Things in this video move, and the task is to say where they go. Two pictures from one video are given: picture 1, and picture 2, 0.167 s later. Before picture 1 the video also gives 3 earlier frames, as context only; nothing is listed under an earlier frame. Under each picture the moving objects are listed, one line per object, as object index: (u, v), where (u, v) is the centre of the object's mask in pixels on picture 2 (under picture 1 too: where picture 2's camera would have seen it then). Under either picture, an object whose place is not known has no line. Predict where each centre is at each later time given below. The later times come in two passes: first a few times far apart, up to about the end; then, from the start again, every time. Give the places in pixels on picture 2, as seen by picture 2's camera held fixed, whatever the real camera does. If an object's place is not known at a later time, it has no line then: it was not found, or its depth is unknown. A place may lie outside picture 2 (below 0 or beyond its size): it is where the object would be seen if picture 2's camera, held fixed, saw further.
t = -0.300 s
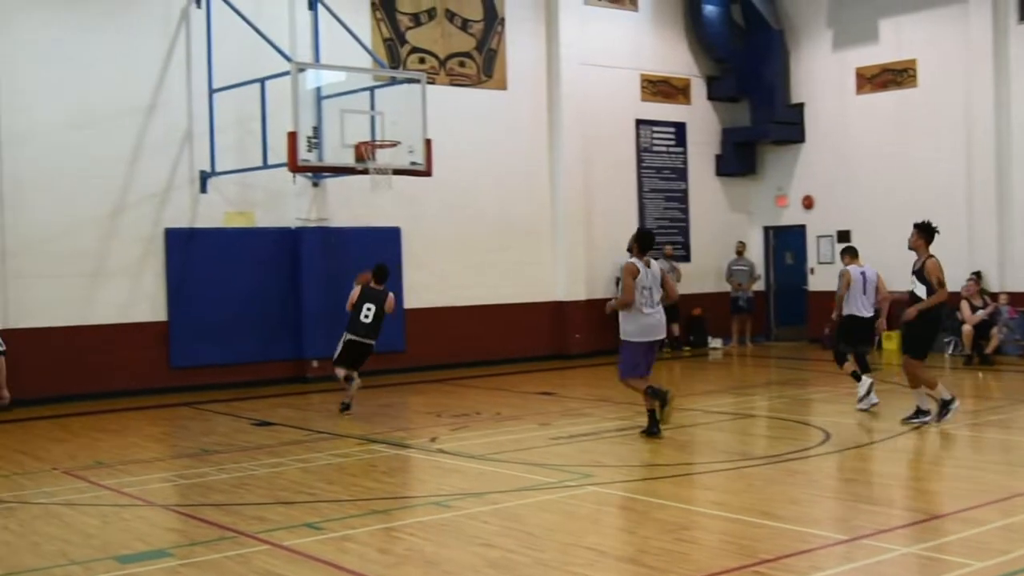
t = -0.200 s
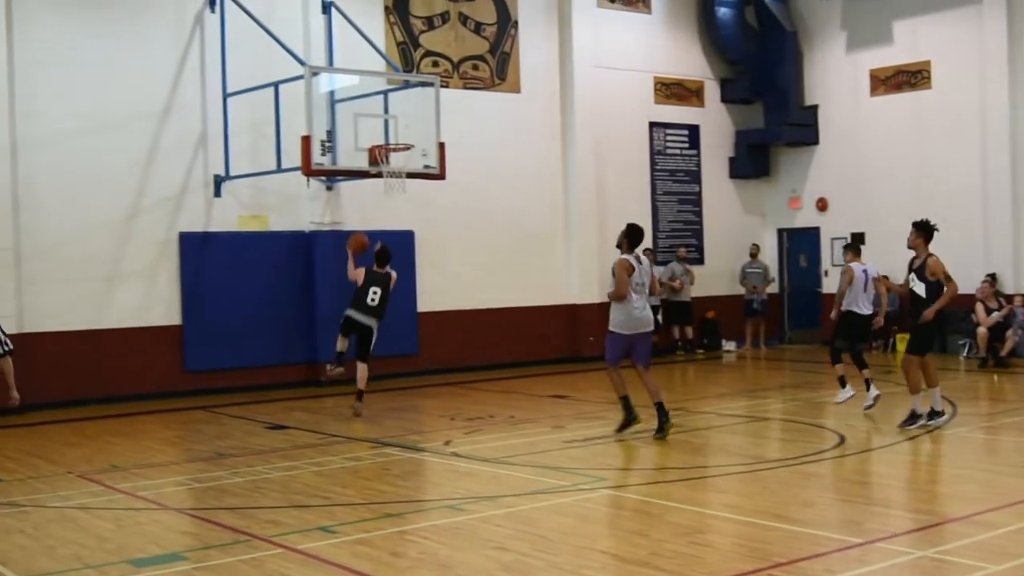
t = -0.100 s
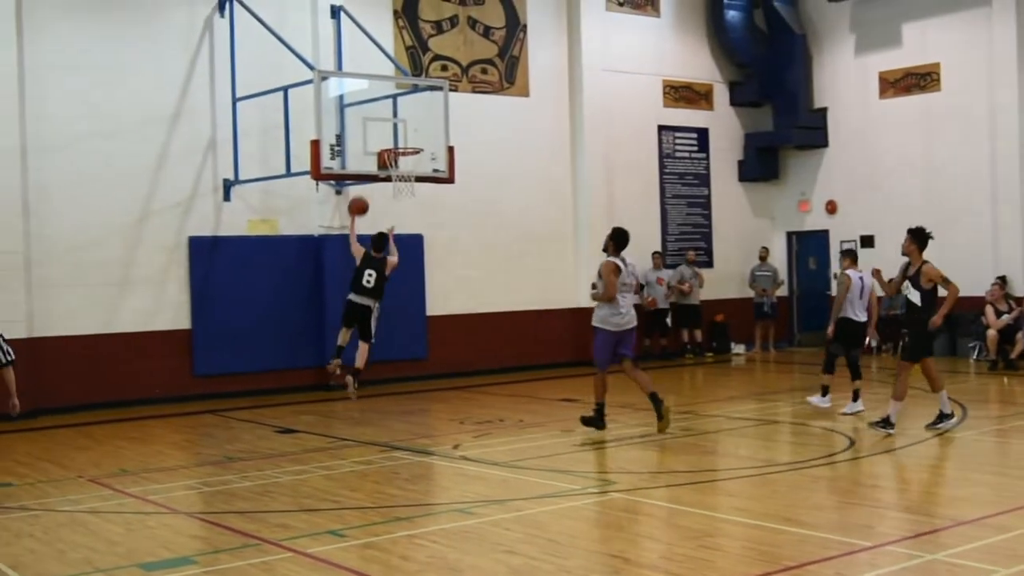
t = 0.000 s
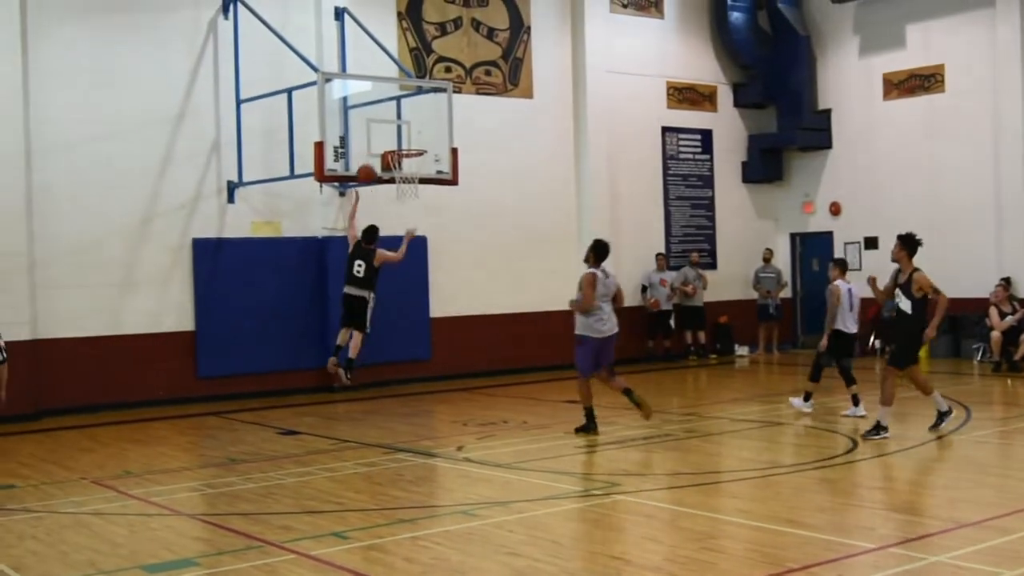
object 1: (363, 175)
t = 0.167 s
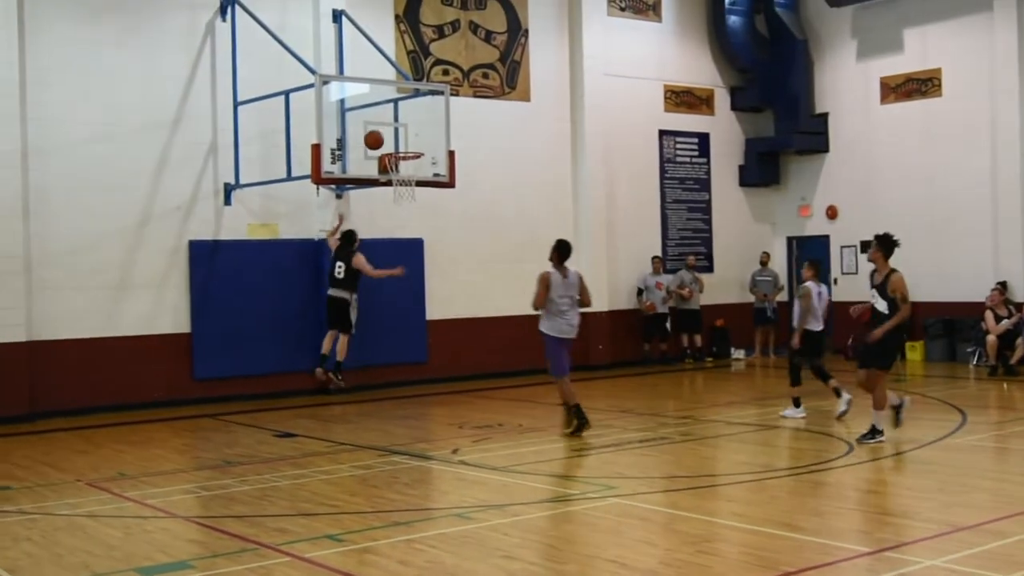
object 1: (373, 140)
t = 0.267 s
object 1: (380, 129)
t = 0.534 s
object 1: (398, 136)
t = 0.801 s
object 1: (409, 135)
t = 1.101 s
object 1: (412, 144)
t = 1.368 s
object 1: (401, 172)
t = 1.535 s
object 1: (392, 204)
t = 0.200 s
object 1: (376, 135)
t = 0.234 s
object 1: (378, 132)
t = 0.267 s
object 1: (380, 129)
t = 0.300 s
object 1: (382, 128)
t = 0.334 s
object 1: (384, 127)
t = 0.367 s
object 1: (386, 127)
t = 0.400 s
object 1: (388, 128)
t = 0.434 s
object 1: (391, 130)
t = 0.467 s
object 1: (393, 132)
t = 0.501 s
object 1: (395, 133)
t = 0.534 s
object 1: (398, 136)
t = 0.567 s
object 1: (400, 139)
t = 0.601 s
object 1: (403, 144)
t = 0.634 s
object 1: (404, 145)
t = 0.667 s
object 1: (405, 141)
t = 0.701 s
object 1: (406, 138)
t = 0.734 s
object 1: (407, 136)
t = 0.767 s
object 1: (408, 135)
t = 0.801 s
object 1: (409, 135)
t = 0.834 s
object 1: (410, 135)
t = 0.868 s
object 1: (412, 137)
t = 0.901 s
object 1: (413, 139)
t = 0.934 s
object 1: (414, 143)
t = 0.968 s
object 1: (415, 146)
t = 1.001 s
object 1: (414, 144)
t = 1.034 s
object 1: (414, 143)
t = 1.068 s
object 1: (413, 143)
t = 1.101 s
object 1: (412, 144)
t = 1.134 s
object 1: (412, 145)
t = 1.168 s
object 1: (412, 148)
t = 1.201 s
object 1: (410, 151)
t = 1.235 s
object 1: (408, 153)
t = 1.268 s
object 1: (406, 157)
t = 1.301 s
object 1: (404, 163)
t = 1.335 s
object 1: (403, 168)
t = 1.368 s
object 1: (401, 172)
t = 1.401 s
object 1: (398, 178)
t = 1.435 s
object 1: (395, 185)
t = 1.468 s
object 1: (395, 190)
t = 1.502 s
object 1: (393, 198)
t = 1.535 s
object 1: (392, 204)
